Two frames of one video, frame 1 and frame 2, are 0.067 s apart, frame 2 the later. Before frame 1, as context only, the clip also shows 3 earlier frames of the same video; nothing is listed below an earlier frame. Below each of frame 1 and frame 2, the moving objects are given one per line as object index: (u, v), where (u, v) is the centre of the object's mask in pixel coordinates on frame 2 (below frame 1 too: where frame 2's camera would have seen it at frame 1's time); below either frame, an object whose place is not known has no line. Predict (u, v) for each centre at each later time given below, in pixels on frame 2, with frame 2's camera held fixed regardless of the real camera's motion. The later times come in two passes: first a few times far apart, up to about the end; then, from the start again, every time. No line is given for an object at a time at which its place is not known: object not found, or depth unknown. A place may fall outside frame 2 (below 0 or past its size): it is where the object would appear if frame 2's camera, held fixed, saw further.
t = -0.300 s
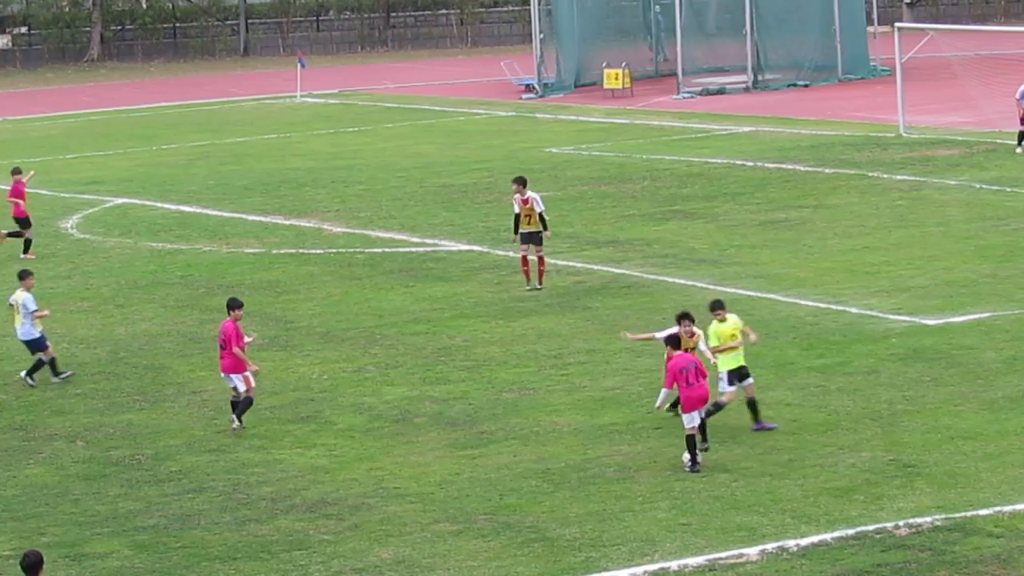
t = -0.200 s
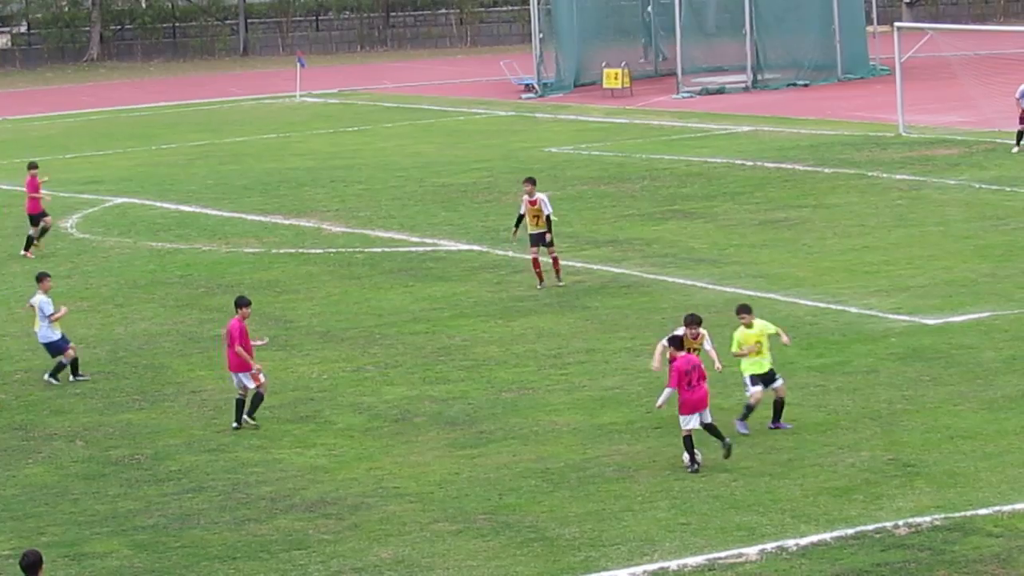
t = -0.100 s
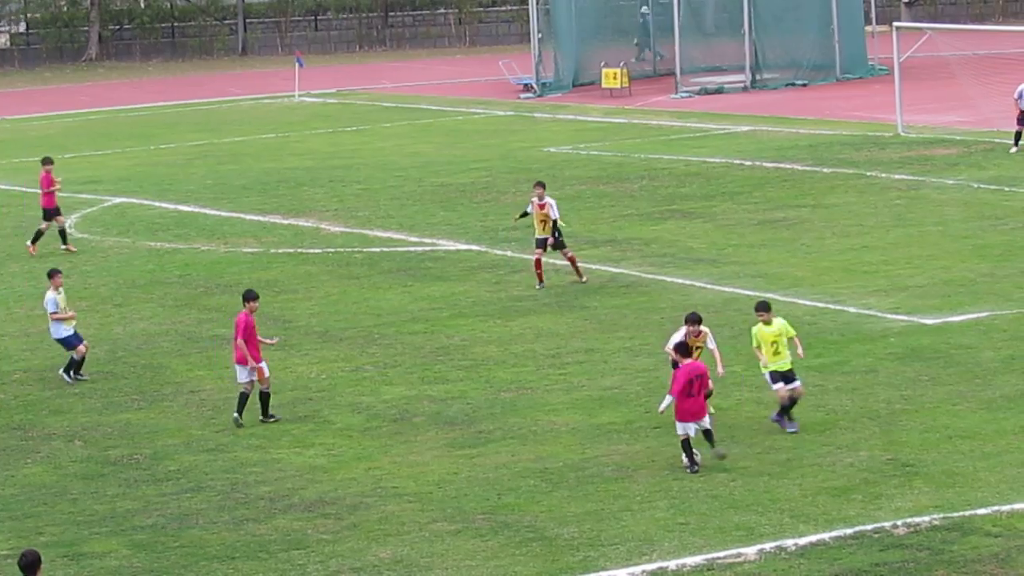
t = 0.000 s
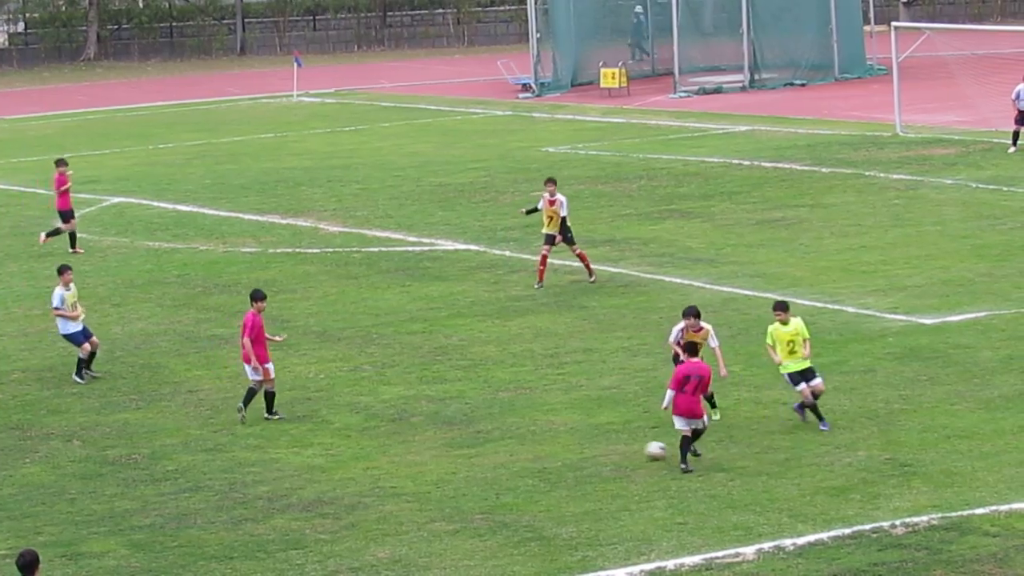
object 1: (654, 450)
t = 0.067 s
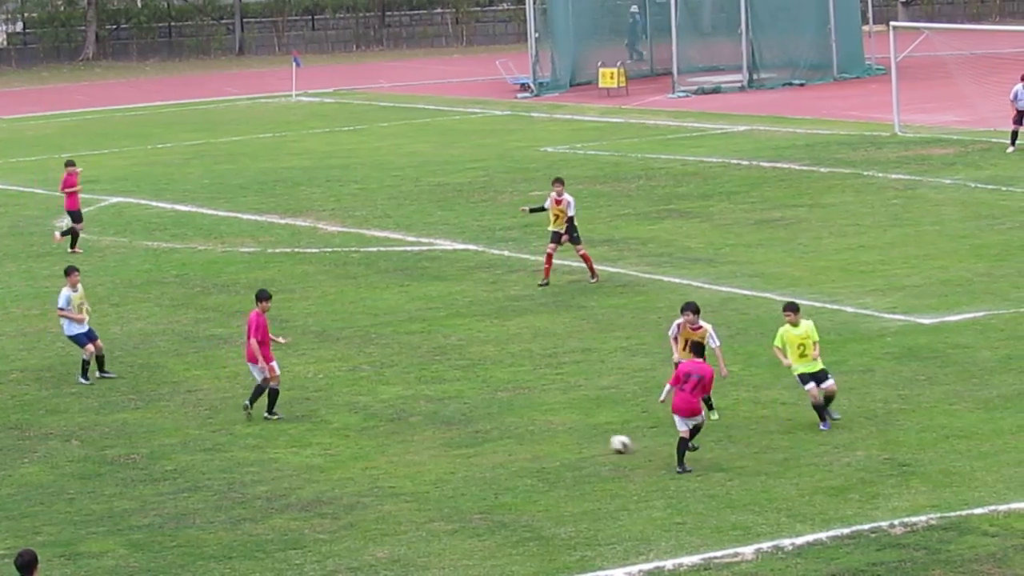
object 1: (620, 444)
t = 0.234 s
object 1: (546, 429)
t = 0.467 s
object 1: (463, 413)
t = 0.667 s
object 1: (406, 401)
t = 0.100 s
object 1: (604, 441)
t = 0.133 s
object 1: (588, 439)
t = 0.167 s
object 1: (573, 436)
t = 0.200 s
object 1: (558, 433)
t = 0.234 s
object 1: (546, 429)
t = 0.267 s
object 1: (533, 425)
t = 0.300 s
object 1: (520, 422)
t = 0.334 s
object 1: (507, 420)
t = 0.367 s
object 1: (495, 419)
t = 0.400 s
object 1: (484, 418)
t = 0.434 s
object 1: (473, 416)
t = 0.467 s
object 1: (463, 413)
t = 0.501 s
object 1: (453, 410)
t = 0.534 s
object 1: (443, 409)
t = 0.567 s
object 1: (433, 409)
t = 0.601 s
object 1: (424, 407)
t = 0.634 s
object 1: (415, 405)
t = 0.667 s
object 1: (406, 401)
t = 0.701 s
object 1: (398, 400)
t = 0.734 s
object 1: (389, 400)
